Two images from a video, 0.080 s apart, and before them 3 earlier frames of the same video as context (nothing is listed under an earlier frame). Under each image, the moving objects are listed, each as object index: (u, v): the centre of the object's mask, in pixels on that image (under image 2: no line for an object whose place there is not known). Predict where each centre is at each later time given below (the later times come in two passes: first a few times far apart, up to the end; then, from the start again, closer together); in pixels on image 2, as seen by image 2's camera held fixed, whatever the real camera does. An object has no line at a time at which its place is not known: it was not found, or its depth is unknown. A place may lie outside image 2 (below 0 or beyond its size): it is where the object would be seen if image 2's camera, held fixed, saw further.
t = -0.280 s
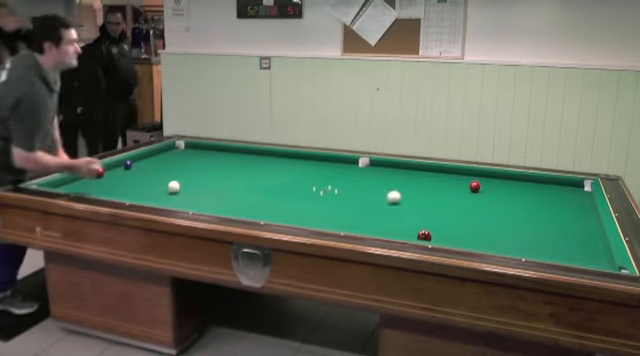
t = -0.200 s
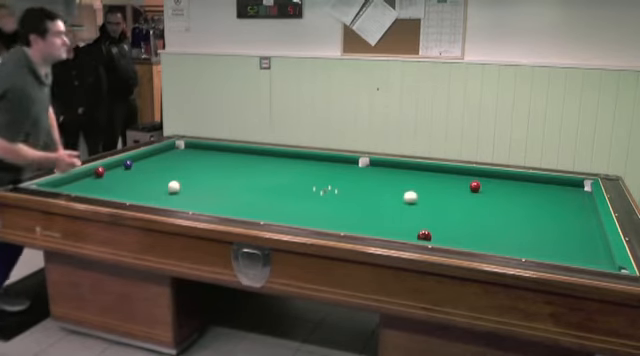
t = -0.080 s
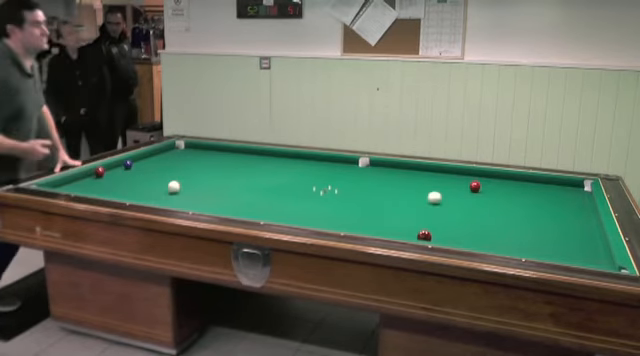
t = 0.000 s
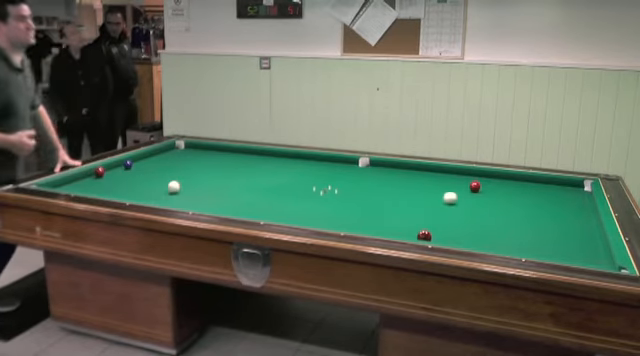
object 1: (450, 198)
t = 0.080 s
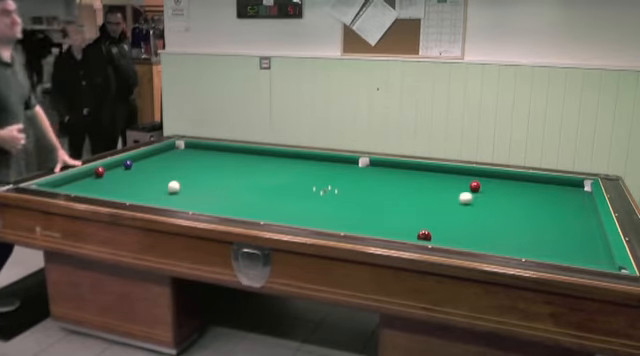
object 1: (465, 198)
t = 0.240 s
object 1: (496, 198)
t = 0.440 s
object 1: (532, 199)
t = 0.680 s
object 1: (575, 200)
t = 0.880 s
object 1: (574, 197)
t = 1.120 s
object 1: (549, 191)
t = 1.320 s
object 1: (530, 187)
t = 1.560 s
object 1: (508, 183)
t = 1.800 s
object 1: (487, 178)
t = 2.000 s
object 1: (471, 175)
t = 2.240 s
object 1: (452, 171)
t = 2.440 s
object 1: (438, 169)
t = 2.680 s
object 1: (421, 169)
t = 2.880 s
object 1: (407, 168)
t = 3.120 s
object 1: (391, 167)
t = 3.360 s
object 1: (376, 167)
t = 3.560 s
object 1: (363, 166)
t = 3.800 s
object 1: (349, 166)
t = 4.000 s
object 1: (336, 165)
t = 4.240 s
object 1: (322, 164)
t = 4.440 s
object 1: (311, 164)
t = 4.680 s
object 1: (298, 163)
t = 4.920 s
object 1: (285, 163)
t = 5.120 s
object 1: (275, 162)
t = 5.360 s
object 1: (264, 162)
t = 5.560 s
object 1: (254, 162)
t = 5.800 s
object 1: (243, 161)
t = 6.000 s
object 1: (235, 161)
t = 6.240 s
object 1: (225, 161)
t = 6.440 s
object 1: (217, 160)
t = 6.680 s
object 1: (208, 160)
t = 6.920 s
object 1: (199, 159)
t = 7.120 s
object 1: (192, 159)
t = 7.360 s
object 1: (184, 159)
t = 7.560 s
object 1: (178, 159)
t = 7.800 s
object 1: (171, 159)
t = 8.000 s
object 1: (165, 159)
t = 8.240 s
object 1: (159, 158)
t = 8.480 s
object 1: (153, 158)
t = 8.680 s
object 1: (149, 158)
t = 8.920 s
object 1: (143, 158)
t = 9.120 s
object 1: (139, 158)
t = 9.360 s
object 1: (137, 158)
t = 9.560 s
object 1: (138, 158)
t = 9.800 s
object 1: (138, 158)
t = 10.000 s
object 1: (139, 158)
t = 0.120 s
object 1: (473, 198)
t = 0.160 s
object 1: (481, 198)
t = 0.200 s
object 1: (488, 198)
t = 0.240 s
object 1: (496, 198)
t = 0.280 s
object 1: (503, 198)
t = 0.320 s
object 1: (511, 199)
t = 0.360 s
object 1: (518, 199)
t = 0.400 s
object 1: (525, 199)
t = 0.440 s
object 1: (532, 199)
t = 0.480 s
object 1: (540, 199)
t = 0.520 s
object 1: (547, 199)
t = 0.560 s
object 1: (554, 199)
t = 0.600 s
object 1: (561, 199)
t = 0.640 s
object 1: (568, 199)
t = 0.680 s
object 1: (575, 200)
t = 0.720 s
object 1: (581, 199)
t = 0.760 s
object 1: (588, 200)
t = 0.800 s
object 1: (584, 199)
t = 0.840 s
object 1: (578, 198)
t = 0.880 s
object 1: (574, 197)
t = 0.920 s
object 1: (569, 196)
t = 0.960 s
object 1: (565, 195)
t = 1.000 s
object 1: (561, 194)
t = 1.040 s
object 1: (557, 193)
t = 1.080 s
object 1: (553, 192)
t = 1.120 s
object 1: (549, 191)
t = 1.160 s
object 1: (545, 191)
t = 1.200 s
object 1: (541, 190)
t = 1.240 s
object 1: (537, 189)
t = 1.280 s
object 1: (533, 188)
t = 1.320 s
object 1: (530, 187)
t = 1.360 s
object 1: (526, 187)
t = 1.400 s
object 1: (522, 186)
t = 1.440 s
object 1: (519, 185)
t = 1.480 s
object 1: (515, 184)
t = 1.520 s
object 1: (512, 183)
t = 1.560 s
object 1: (508, 183)
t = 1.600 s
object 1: (504, 182)
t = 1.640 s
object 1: (501, 181)
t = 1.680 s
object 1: (497, 180)
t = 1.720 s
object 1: (494, 180)
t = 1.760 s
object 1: (491, 179)
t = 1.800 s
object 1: (487, 178)
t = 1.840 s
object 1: (484, 177)
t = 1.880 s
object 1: (481, 177)
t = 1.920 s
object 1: (477, 176)
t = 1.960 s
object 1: (474, 175)
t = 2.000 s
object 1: (471, 175)
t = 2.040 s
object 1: (468, 174)
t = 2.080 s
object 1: (464, 173)
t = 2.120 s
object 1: (461, 173)
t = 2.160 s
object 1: (458, 172)
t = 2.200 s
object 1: (455, 171)
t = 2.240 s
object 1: (452, 171)
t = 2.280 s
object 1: (449, 170)
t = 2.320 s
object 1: (446, 170)
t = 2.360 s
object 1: (443, 169)
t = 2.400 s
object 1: (440, 169)
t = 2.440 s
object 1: (438, 169)
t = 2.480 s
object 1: (435, 169)
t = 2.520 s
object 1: (432, 169)
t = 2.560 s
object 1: (429, 169)
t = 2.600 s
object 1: (426, 169)
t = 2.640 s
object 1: (423, 169)
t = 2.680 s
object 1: (421, 169)
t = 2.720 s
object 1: (418, 169)
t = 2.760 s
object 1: (415, 168)
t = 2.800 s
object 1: (413, 168)
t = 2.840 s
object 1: (410, 168)
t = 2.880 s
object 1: (407, 168)
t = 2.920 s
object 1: (404, 168)
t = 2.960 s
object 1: (402, 168)
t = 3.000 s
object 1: (399, 168)
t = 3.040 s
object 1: (396, 167)
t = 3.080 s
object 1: (394, 167)
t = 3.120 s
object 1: (391, 167)
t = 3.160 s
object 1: (388, 167)
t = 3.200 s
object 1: (386, 167)
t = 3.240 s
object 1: (383, 167)
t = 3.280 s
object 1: (381, 167)
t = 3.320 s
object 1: (378, 167)
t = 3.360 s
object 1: (376, 167)
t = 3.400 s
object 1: (373, 167)
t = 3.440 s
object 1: (371, 167)
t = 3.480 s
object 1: (368, 167)
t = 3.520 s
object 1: (365, 166)
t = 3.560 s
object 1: (363, 166)
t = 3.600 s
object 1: (361, 166)
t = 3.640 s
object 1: (358, 166)
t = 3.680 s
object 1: (355, 166)
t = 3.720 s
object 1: (353, 166)
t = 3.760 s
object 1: (351, 166)
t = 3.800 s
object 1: (349, 166)
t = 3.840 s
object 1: (346, 165)
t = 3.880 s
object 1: (344, 165)
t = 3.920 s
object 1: (341, 165)
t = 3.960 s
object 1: (339, 165)
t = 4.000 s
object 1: (336, 165)
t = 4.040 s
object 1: (334, 165)
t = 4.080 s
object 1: (332, 165)
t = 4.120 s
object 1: (329, 165)
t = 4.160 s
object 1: (327, 165)
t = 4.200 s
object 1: (325, 164)
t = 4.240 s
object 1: (322, 164)
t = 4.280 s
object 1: (320, 164)
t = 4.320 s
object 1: (318, 164)
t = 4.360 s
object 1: (316, 164)
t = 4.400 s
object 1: (313, 164)
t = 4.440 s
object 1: (311, 164)
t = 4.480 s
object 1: (309, 164)
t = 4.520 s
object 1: (306, 164)
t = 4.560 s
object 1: (304, 164)
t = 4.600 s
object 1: (302, 164)
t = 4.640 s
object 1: (300, 163)
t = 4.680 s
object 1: (298, 163)
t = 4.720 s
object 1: (296, 163)
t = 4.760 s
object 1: (293, 163)
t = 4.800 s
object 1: (291, 163)
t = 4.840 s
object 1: (289, 163)
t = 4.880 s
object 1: (287, 163)
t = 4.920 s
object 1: (285, 163)
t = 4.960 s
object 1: (283, 163)
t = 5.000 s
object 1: (281, 163)
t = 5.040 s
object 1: (279, 163)
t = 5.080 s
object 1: (277, 162)
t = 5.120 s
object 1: (275, 162)
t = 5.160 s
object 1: (273, 162)
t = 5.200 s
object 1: (271, 162)
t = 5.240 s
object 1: (269, 162)
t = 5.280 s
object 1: (267, 162)
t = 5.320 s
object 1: (265, 162)
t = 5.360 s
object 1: (264, 162)
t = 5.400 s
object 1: (262, 162)
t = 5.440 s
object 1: (260, 162)
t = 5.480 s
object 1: (258, 162)
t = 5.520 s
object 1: (256, 162)
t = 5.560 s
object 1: (254, 162)
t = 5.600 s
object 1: (252, 161)
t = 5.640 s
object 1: (250, 161)
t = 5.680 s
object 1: (249, 161)
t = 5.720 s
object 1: (247, 161)
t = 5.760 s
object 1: (245, 161)
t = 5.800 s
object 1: (243, 161)
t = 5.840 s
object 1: (241, 161)
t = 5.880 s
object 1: (240, 161)
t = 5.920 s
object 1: (238, 161)
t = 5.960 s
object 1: (236, 161)
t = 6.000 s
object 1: (235, 161)
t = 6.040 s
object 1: (233, 161)
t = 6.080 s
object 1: (231, 161)
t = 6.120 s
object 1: (229, 161)
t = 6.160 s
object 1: (228, 161)
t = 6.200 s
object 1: (226, 161)
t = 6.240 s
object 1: (225, 161)
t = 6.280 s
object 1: (223, 160)
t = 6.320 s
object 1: (221, 160)
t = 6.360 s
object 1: (220, 160)
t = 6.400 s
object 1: (218, 160)
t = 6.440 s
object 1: (217, 160)
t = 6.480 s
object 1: (215, 160)
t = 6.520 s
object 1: (214, 160)
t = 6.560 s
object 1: (212, 160)
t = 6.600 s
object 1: (211, 160)
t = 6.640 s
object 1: (209, 160)
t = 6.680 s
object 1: (208, 160)
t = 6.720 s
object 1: (206, 160)
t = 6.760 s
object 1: (205, 159)
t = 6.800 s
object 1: (203, 160)
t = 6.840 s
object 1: (202, 159)
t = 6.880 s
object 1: (200, 160)
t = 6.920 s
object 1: (199, 159)
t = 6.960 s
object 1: (198, 159)
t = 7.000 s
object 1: (196, 159)
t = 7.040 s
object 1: (195, 159)
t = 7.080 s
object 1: (193, 159)
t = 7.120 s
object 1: (192, 159)
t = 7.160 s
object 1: (191, 159)
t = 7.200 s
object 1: (190, 159)
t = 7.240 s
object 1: (188, 159)
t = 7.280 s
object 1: (187, 159)
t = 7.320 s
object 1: (185, 159)
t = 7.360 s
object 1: (184, 159)
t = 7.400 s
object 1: (183, 159)
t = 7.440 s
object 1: (182, 159)
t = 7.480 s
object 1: (180, 159)
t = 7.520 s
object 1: (179, 159)
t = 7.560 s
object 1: (178, 159)
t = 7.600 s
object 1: (177, 159)
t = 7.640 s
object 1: (175, 159)
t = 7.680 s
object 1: (175, 159)
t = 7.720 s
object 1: (173, 159)
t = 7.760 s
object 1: (172, 159)
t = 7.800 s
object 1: (171, 159)
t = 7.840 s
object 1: (170, 159)
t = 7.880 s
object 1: (169, 159)
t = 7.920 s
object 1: (167, 159)
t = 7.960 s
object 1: (166, 159)
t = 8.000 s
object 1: (165, 159)
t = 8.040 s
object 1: (164, 158)
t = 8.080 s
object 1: (163, 158)
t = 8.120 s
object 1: (162, 158)
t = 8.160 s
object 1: (161, 158)
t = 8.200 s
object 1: (160, 158)
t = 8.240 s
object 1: (159, 158)
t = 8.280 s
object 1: (158, 158)
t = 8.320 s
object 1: (157, 158)
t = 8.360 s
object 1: (156, 158)
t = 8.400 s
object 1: (155, 158)
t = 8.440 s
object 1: (154, 158)
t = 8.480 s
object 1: (153, 158)
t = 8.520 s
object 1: (152, 158)
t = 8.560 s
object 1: (151, 158)
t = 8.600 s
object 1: (150, 158)
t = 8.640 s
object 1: (149, 158)
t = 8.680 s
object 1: (149, 158)
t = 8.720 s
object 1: (148, 158)
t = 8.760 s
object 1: (147, 158)
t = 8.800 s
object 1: (146, 158)
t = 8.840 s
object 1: (145, 158)
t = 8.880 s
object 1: (144, 158)
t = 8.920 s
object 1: (143, 158)
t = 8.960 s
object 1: (142, 158)
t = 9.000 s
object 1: (142, 158)
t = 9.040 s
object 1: (141, 158)
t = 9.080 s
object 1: (140, 158)
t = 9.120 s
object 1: (139, 158)
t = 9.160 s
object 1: (139, 158)
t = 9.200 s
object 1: (138, 158)
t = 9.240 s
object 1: (137, 158)
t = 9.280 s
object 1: (137, 158)
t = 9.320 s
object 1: (137, 158)
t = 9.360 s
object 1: (137, 158)
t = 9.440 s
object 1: (138, 158)
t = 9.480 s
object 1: (138, 158)
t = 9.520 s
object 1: (138, 158)
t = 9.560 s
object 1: (138, 158)
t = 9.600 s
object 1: (138, 158)
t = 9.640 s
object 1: (138, 158)
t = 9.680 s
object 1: (138, 158)
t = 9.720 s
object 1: (138, 158)
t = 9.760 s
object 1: (138, 158)
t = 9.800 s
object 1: (138, 158)
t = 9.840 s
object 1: (139, 158)
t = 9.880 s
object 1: (139, 158)
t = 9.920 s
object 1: (139, 158)
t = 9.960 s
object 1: (139, 158)
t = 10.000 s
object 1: (139, 158)
